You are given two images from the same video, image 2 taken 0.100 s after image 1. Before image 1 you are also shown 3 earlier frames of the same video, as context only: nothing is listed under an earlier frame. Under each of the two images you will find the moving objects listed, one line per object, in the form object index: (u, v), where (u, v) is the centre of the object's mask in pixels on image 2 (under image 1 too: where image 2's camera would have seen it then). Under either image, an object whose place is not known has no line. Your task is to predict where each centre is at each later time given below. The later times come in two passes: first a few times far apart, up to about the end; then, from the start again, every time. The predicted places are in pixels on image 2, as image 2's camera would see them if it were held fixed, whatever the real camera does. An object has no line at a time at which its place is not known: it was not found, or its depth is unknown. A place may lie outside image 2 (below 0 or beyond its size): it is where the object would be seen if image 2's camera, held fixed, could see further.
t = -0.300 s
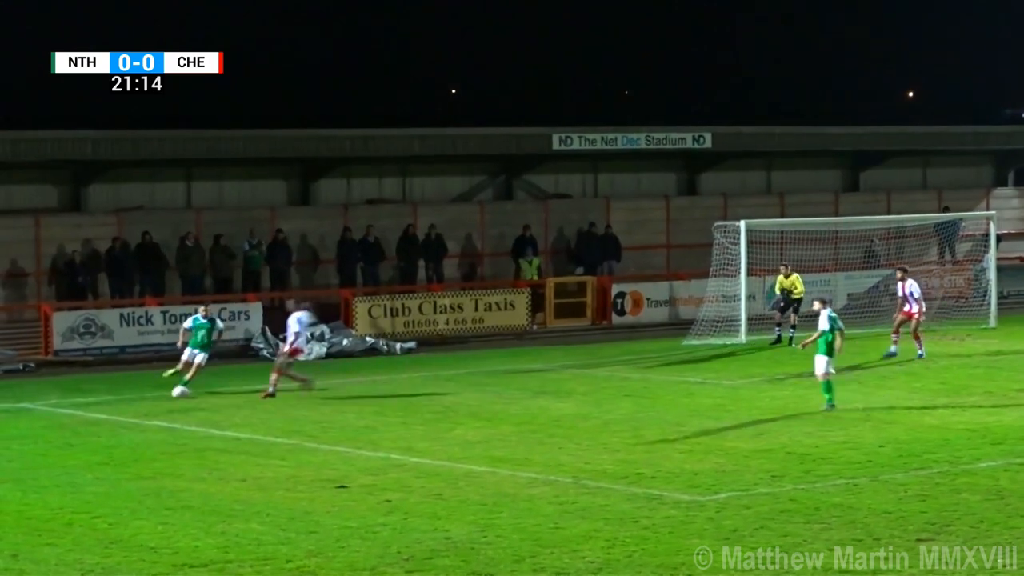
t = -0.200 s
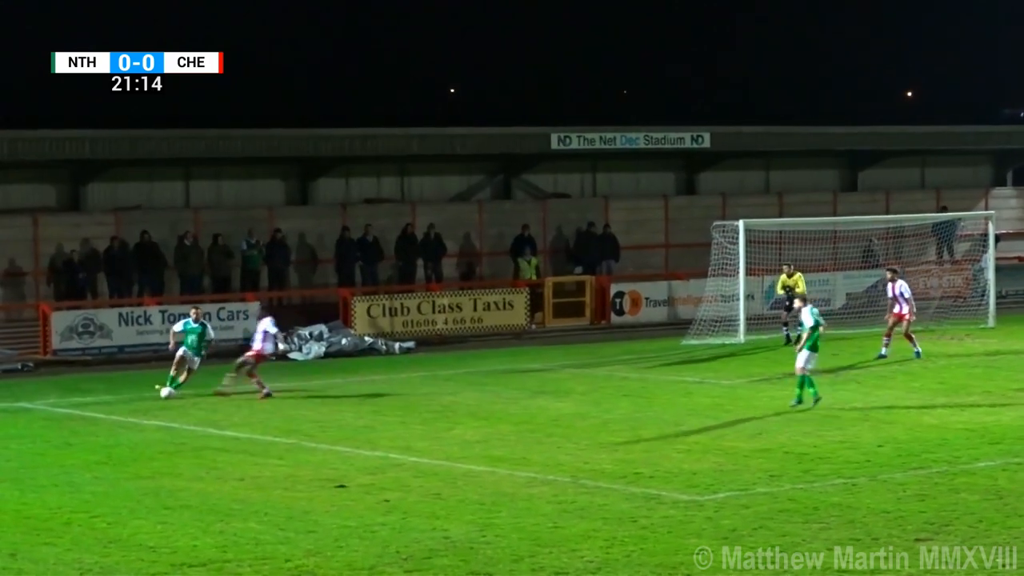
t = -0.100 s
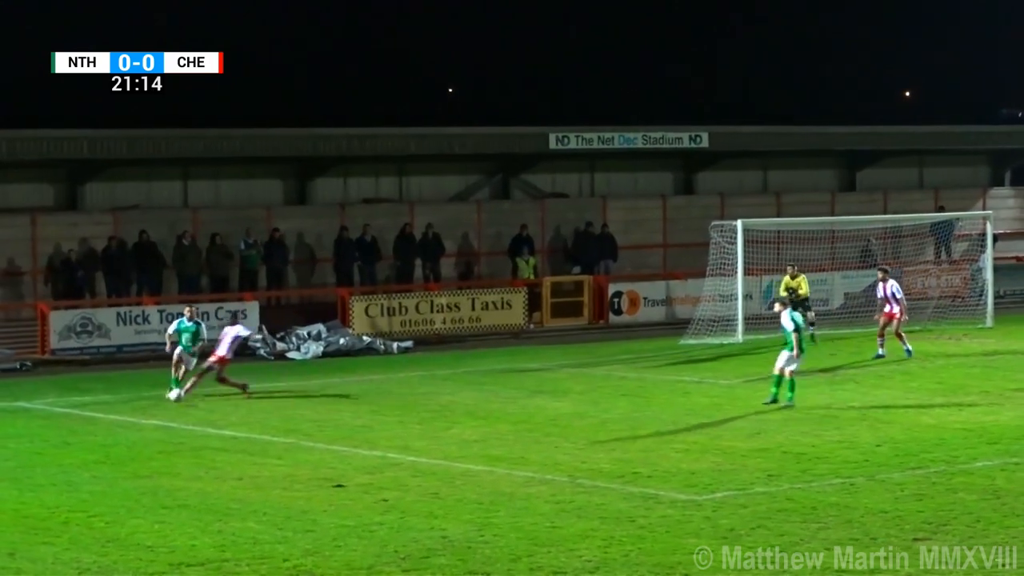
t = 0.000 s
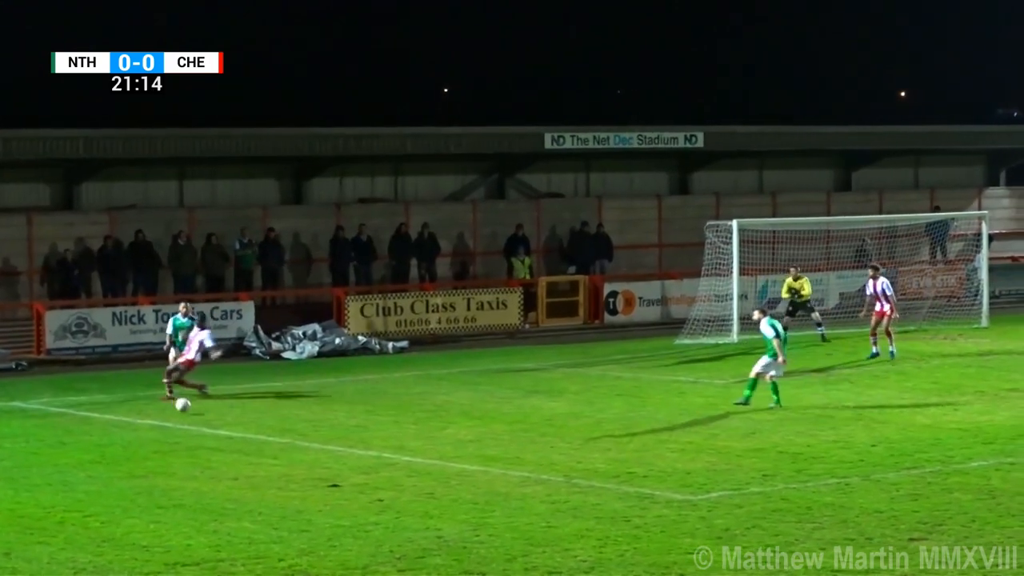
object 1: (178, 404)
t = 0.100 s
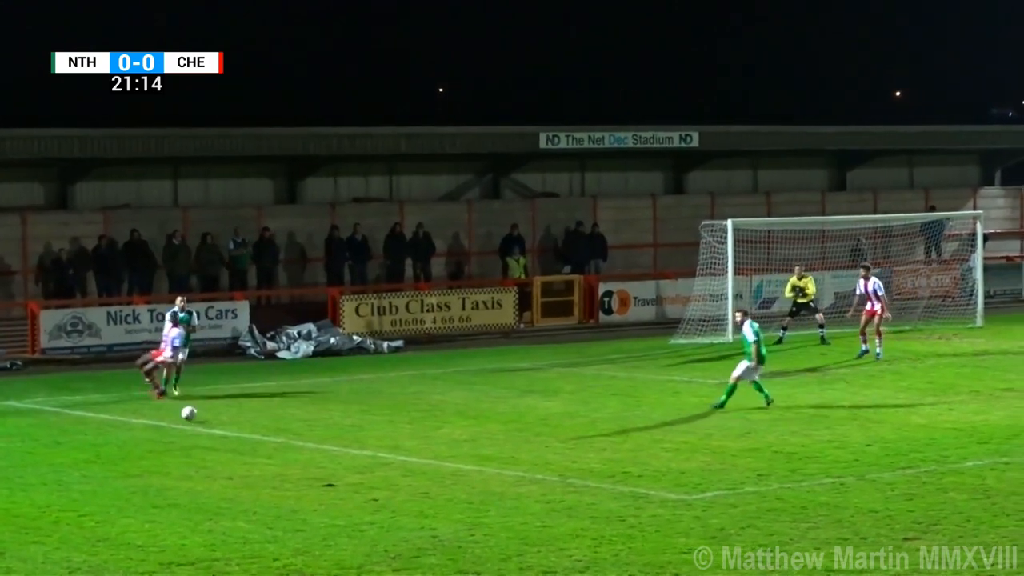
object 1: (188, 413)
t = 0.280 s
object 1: (210, 427)
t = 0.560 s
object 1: (242, 446)
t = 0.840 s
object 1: (278, 466)
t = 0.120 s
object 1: (191, 414)
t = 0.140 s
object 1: (193, 415)
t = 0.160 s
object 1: (196, 416)
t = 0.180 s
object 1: (198, 419)
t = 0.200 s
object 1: (200, 421)
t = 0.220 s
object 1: (203, 425)
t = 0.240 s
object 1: (205, 427)
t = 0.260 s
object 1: (208, 427)
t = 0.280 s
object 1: (210, 427)
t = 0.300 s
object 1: (212, 428)
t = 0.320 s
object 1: (214, 428)
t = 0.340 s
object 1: (217, 429)
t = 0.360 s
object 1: (219, 430)
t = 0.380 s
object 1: (222, 432)
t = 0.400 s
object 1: (224, 434)
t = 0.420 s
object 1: (226, 436)
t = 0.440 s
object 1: (228, 439)
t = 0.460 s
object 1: (230, 443)
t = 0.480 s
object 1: (233, 446)
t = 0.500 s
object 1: (235, 447)
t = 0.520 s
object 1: (237, 447)
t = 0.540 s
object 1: (240, 446)
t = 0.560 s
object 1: (242, 446)
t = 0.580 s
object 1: (244, 447)
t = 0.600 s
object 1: (247, 447)
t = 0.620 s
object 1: (250, 449)
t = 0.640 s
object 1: (253, 450)
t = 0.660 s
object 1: (255, 452)
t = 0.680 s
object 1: (257, 454)
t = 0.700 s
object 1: (260, 456)
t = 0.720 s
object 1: (263, 459)
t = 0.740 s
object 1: (265, 462)
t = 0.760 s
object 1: (268, 464)
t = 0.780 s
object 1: (270, 464)
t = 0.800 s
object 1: (273, 465)
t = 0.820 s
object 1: (275, 465)
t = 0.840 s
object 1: (278, 466)
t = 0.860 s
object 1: (280, 467)
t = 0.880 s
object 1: (283, 469)
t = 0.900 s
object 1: (285, 472)
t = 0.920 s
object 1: (288, 475)
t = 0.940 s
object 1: (291, 477)
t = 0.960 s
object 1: (293, 478)
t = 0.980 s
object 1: (296, 479)
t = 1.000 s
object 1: (299, 480)
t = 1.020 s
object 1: (301, 482)
